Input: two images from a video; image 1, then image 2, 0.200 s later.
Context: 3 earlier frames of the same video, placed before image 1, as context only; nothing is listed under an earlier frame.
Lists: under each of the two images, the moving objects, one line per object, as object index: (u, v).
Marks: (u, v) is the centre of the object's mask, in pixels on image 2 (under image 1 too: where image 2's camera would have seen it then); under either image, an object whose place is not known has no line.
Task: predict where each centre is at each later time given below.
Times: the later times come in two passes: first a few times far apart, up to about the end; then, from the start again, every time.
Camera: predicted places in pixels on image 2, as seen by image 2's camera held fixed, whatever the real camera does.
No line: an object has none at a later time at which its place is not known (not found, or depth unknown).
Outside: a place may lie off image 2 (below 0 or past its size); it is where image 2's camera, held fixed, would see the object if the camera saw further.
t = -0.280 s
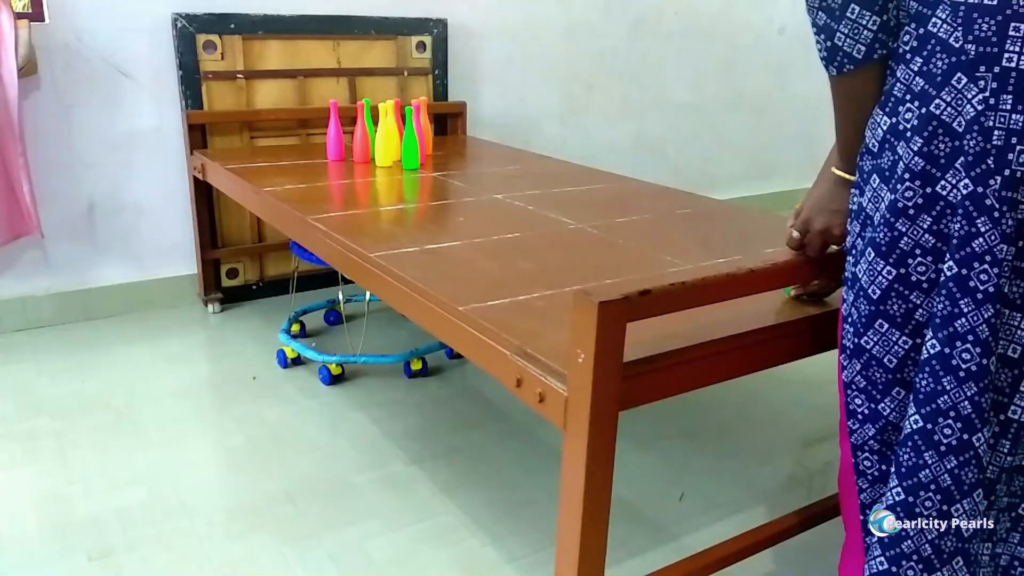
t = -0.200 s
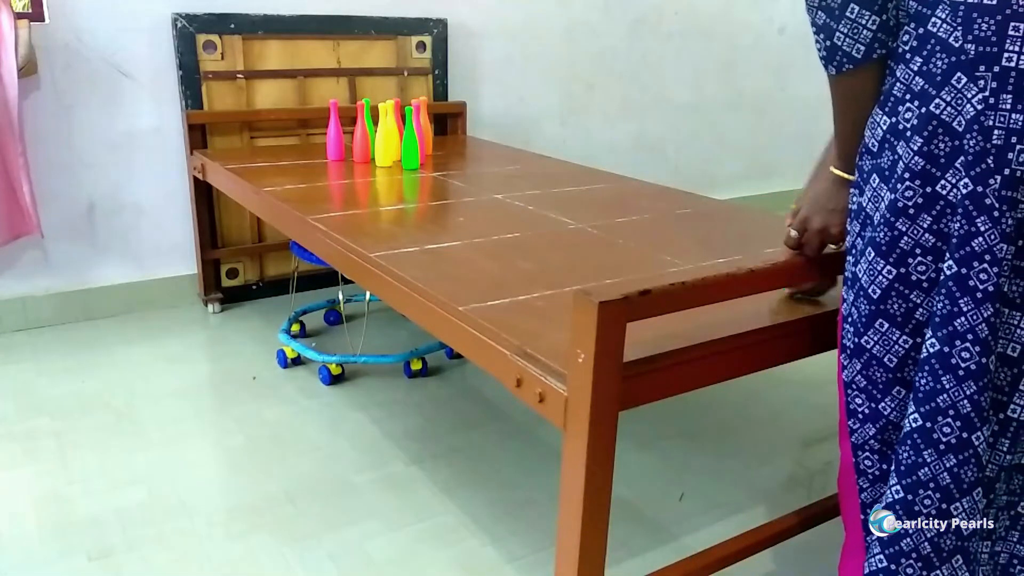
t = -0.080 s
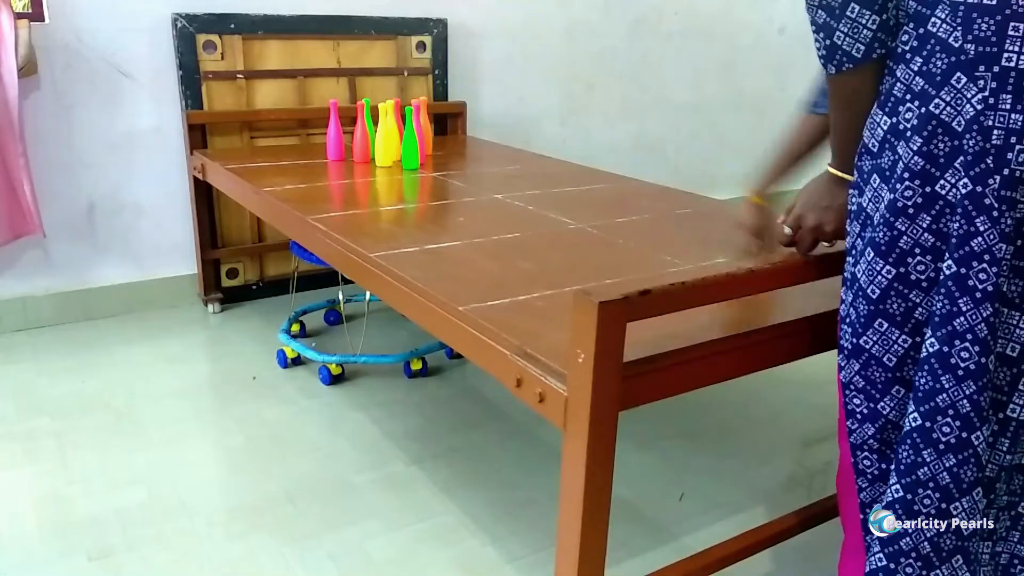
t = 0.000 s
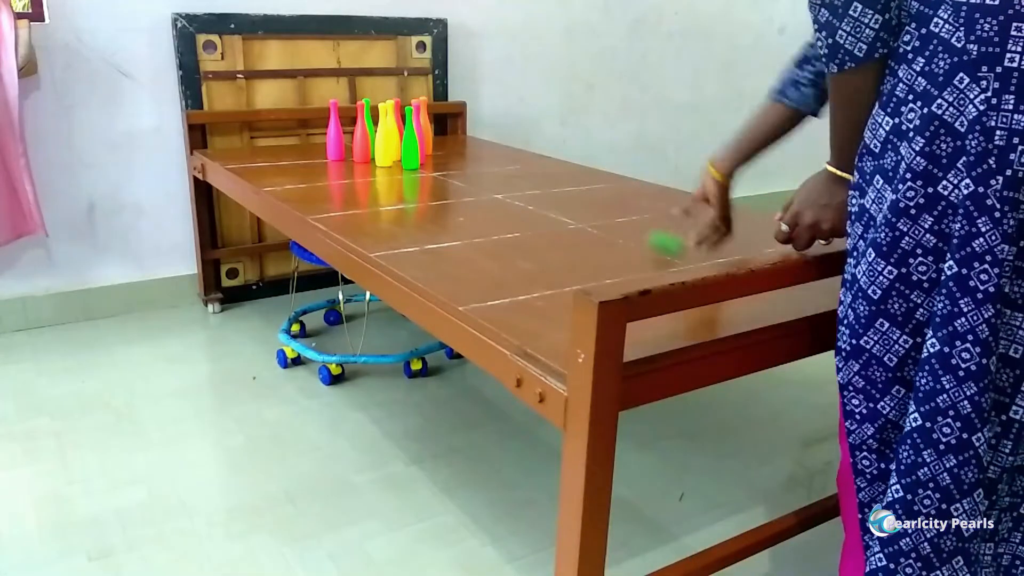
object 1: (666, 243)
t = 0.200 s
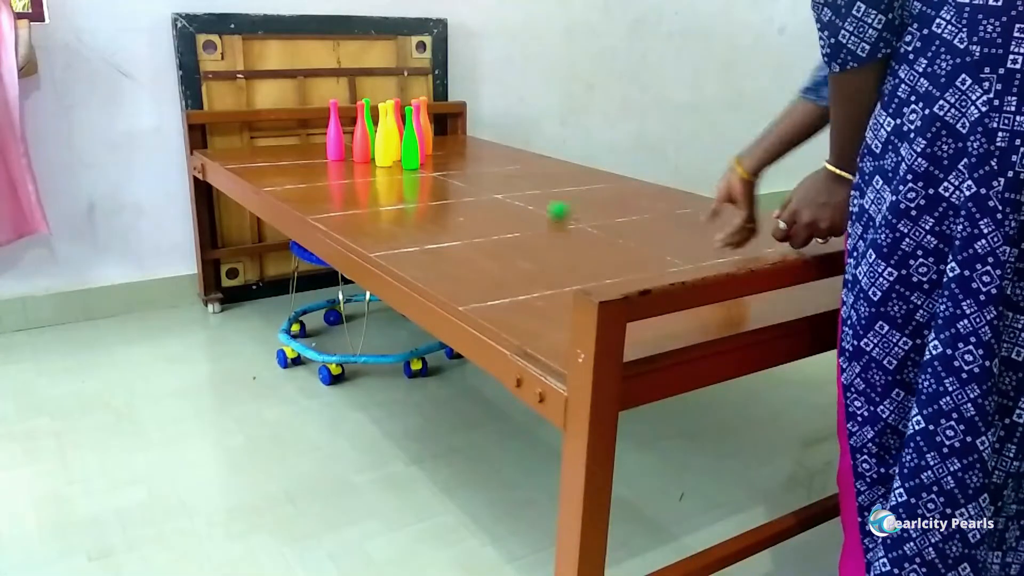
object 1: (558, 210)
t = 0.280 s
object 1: (532, 201)
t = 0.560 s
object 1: (464, 177)
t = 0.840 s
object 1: (428, 161)
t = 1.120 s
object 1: (456, 152)
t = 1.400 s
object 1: (474, 145)
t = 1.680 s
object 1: (487, 138)
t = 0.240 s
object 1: (544, 205)
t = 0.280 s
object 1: (532, 201)
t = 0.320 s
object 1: (520, 197)
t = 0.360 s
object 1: (510, 194)
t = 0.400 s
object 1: (499, 190)
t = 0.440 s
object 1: (489, 187)
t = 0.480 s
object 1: (481, 184)
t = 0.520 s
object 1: (472, 180)
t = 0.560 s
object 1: (464, 177)
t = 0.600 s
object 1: (457, 175)
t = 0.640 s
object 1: (451, 172)
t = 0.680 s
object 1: (444, 170)
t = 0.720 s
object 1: (439, 167)
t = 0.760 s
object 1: (433, 165)
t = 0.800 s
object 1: (428, 163)
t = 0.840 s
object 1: (428, 161)
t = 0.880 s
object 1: (429, 158)
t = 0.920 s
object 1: (434, 157)
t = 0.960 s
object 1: (440, 156)
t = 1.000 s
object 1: (445, 155)
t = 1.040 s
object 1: (449, 154)
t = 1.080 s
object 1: (453, 153)
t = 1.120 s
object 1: (456, 152)
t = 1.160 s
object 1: (459, 151)
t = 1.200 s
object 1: (461, 150)
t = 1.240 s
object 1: (464, 148)
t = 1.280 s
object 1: (466, 147)
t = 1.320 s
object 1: (469, 147)
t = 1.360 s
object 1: (472, 146)
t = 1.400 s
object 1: (474, 145)
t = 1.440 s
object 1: (476, 144)
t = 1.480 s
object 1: (478, 143)
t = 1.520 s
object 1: (480, 142)
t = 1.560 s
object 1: (482, 141)
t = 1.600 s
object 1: (484, 140)
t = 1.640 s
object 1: (485, 139)
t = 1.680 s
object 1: (487, 138)
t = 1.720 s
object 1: (489, 136)
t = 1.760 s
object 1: (490, 136)
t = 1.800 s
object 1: (492, 137)
